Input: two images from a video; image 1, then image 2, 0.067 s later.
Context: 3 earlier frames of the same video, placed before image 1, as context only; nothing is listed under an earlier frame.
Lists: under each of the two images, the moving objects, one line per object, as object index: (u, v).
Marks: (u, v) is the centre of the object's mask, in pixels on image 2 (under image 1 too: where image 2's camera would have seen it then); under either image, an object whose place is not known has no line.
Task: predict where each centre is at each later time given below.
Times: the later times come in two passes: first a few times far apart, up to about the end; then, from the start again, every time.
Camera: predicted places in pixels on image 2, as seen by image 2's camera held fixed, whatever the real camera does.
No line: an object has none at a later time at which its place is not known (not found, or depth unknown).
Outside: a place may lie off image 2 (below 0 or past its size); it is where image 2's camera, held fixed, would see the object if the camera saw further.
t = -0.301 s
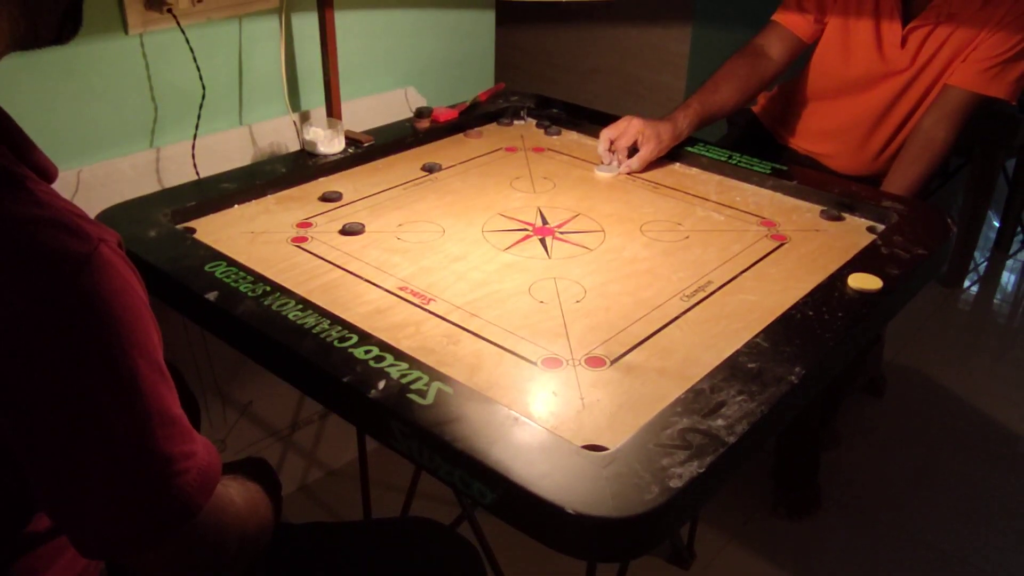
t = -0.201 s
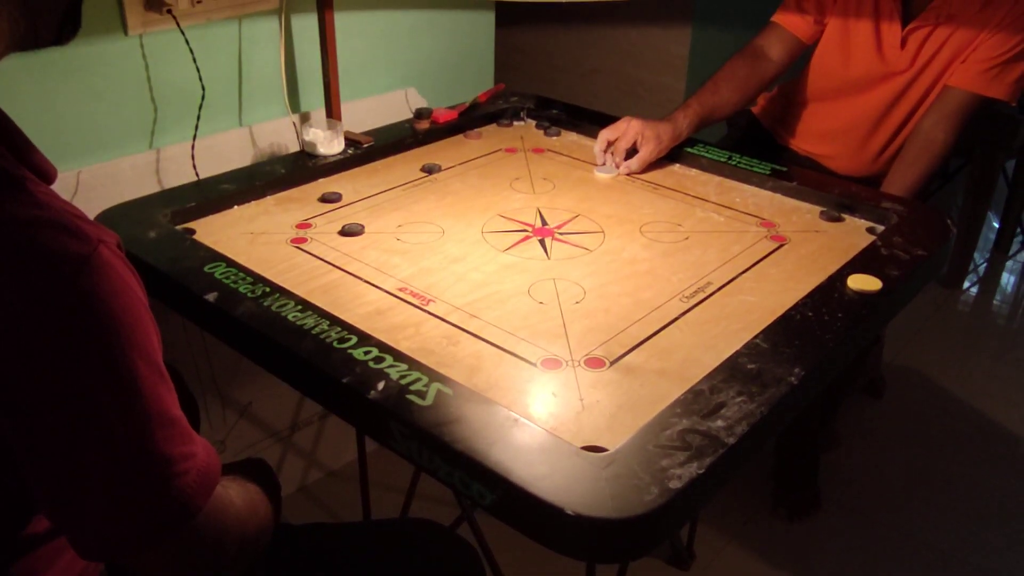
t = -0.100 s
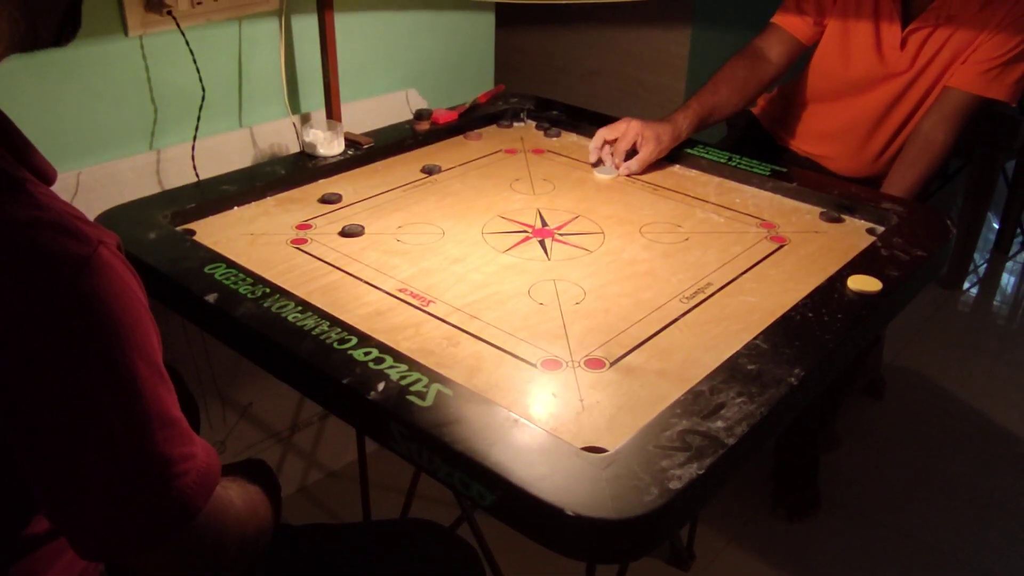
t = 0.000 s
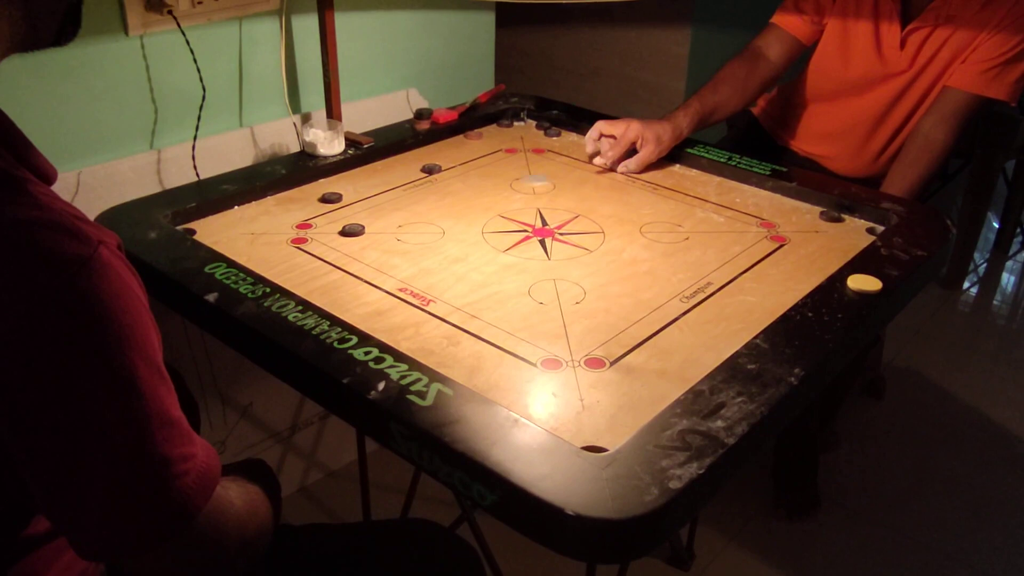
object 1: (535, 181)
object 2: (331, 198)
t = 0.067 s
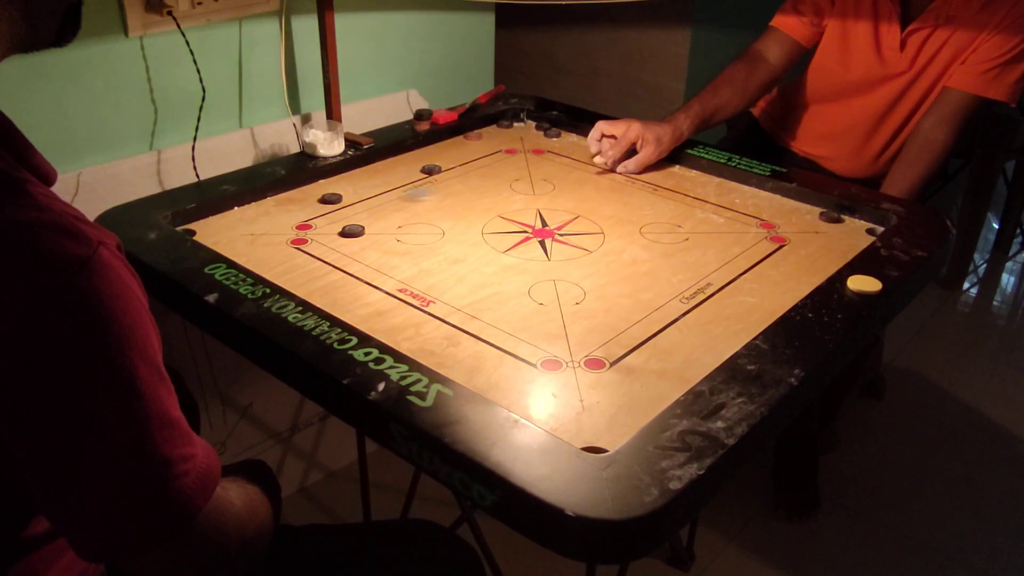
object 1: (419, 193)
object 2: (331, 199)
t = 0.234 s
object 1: (214, 234)
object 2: (315, 256)
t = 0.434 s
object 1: (390, 169)
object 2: (469, 347)
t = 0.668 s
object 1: (508, 133)
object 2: (701, 369)
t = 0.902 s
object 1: (524, 138)
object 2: (667, 296)
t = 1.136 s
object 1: (526, 139)
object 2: (654, 271)
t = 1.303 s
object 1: (525, 139)
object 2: (654, 271)
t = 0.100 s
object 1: (355, 202)
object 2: (330, 198)
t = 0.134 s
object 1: (312, 212)
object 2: (291, 195)
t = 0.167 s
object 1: (266, 223)
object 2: (298, 214)
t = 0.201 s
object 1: (219, 235)
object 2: (306, 235)
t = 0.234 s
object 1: (214, 234)
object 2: (315, 256)
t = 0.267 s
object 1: (248, 221)
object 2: (324, 279)
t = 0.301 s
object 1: (281, 209)
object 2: (335, 302)
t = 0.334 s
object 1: (311, 197)
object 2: (354, 322)
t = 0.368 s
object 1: (339, 188)
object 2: (390, 333)
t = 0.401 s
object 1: (366, 178)
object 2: (429, 340)
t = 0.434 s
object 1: (390, 169)
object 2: (469, 347)
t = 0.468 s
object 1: (414, 162)
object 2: (508, 351)
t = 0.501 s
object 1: (436, 154)
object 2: (546, 357)
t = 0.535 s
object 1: (456, 147)
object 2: (582, 362)
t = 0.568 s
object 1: (473, 143)
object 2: (618, 366)
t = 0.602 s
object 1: (486, 140)
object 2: (652, 370)
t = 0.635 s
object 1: (498, 136)
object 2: (685, 374)
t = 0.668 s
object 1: (508, 133)
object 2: (701, 369)
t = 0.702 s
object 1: (514, 133)
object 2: (696, 355)
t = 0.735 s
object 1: (517, 135)
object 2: (691, 342)
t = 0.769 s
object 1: (519, 136)
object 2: (685, 330)
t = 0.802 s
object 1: (521, 138)
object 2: (680, 319)
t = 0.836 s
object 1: (523, 137)
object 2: (675, 310)
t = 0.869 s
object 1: (523, 138)
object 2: (671, 302)
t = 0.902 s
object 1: (524, 138)
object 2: (667, 296)
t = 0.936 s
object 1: (525, 138)
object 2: (664, 290)
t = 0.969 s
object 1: (525, 138)
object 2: (662, 285)
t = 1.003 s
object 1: (525, 139)
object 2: (660, 280)
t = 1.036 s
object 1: (525, 138)
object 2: (657, 277)
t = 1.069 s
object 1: (526, 138)
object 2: (655, 275)
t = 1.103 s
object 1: (525, 139)
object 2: (654, 273)
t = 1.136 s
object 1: (526, 139)
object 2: (654, 271)
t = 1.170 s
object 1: (526, 139)
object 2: (654, 271)
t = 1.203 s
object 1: (526, 139)
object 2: (654, 271)
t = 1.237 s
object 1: (525, 139)
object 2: (654, 271)
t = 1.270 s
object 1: (525, 139)
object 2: (654, 271)
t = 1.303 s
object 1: (525, 139)
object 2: (654, 271)
